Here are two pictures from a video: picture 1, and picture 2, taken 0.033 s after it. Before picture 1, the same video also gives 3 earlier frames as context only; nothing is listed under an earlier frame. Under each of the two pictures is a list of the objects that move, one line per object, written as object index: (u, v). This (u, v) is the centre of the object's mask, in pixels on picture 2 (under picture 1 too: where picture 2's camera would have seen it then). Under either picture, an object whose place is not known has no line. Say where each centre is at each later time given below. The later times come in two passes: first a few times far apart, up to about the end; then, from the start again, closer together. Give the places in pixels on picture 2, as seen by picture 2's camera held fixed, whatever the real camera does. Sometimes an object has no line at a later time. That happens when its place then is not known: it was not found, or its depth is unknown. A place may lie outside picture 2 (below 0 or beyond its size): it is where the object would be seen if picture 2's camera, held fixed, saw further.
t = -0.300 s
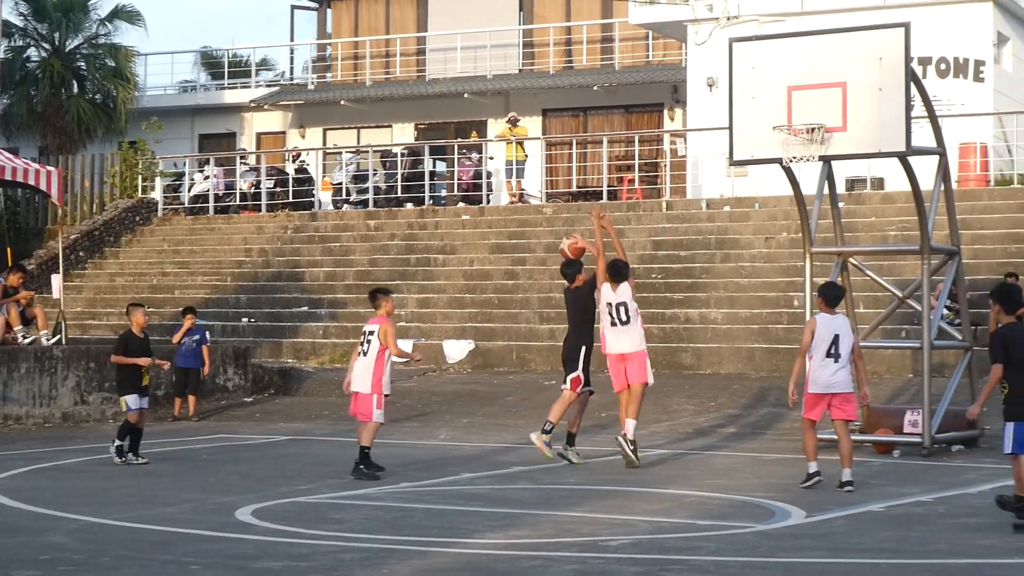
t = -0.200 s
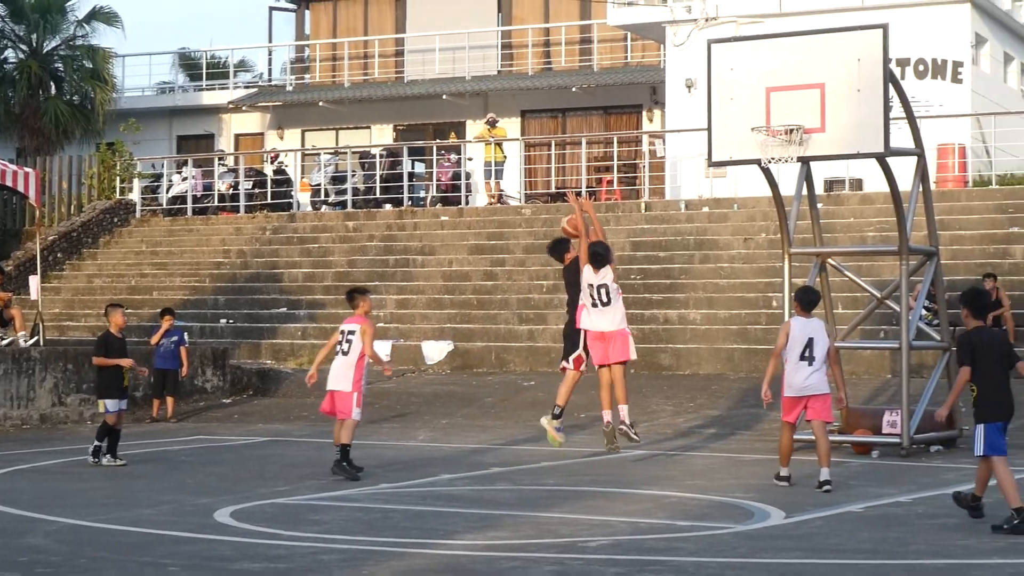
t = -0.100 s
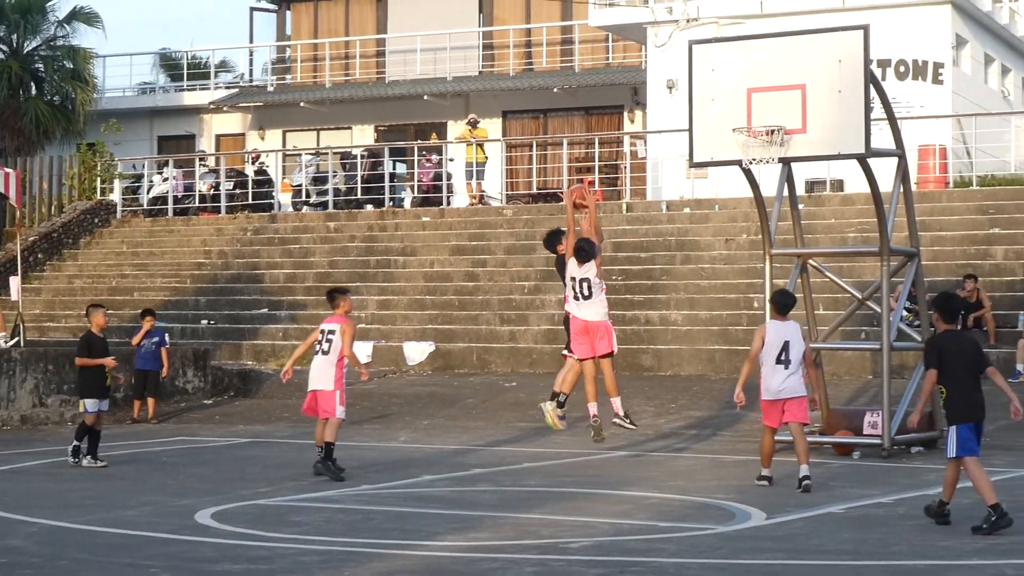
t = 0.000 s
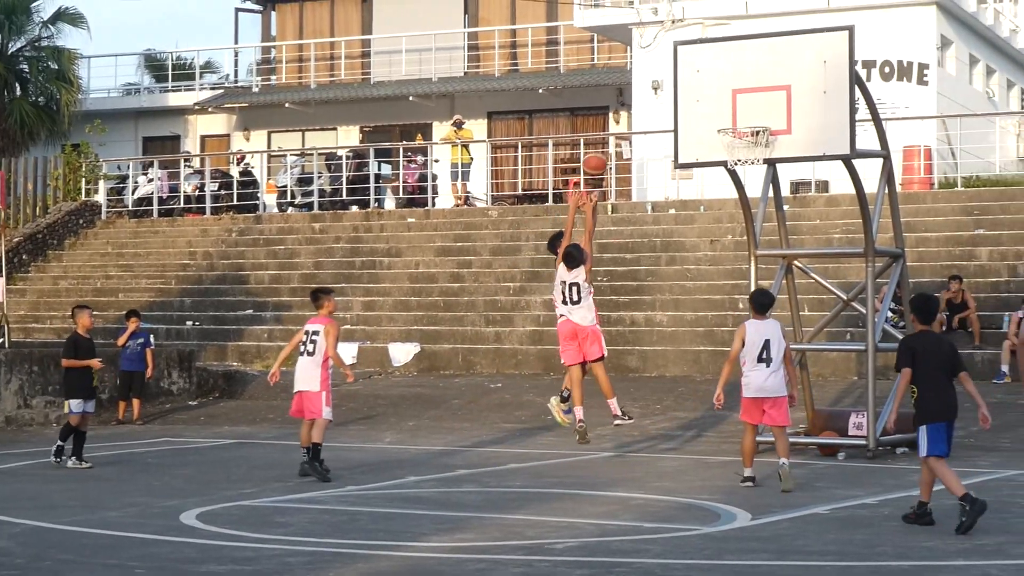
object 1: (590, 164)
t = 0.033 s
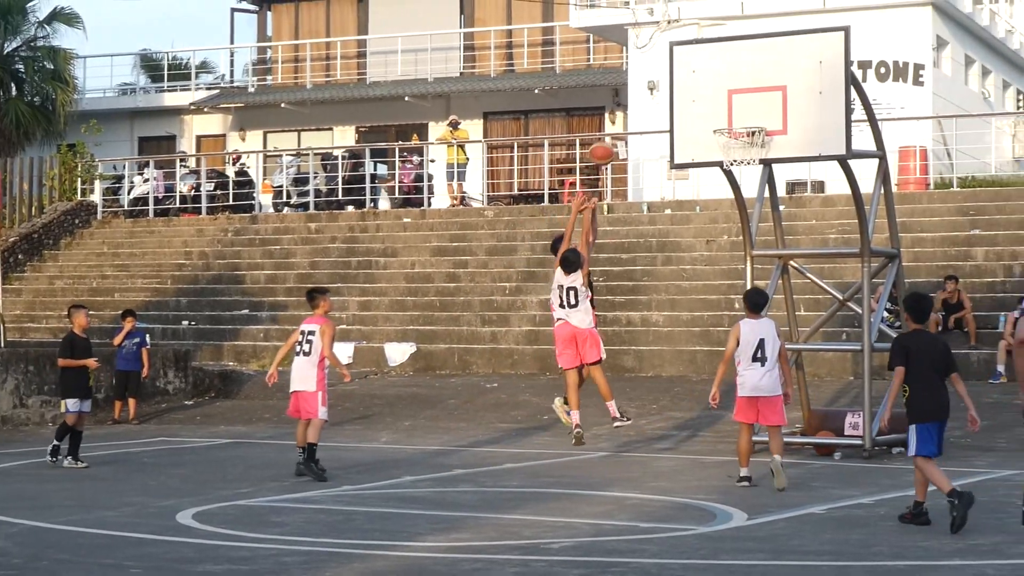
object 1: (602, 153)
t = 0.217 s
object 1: (663, 115)
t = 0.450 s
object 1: (699, 117)
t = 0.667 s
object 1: (671, 144)
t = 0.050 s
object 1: (607, 148)
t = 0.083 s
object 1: (618, 139)
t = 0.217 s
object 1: (663, 115)
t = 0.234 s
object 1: (669, 113)
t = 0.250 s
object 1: (674, 113)
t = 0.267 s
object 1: (681, 112)
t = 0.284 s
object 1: (686, 111)
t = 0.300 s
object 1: (688, 111)
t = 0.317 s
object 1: (690, 110)
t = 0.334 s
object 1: (691, 110)
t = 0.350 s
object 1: (692, 109)
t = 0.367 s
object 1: (693, 110)
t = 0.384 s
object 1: (694, 111)
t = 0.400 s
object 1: (696, 112)
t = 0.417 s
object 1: (697, 113)
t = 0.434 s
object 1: (698, 115)
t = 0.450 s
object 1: (699, 117)
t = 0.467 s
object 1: (700, 119)
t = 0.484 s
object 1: (701, 122)
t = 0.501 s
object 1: (702, 125)
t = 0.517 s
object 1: (703, 127)
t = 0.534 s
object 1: (700, 128)
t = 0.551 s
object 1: (696, 129)
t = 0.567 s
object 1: (693, 130)
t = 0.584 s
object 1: (689, 132)
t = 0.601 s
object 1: (686, 134)
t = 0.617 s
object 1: (682, 136)
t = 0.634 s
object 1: (679, 138)
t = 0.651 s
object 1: (675, 141)
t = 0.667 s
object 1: (671, 144)
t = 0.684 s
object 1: (668, 148)
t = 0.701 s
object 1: (665, 151)
